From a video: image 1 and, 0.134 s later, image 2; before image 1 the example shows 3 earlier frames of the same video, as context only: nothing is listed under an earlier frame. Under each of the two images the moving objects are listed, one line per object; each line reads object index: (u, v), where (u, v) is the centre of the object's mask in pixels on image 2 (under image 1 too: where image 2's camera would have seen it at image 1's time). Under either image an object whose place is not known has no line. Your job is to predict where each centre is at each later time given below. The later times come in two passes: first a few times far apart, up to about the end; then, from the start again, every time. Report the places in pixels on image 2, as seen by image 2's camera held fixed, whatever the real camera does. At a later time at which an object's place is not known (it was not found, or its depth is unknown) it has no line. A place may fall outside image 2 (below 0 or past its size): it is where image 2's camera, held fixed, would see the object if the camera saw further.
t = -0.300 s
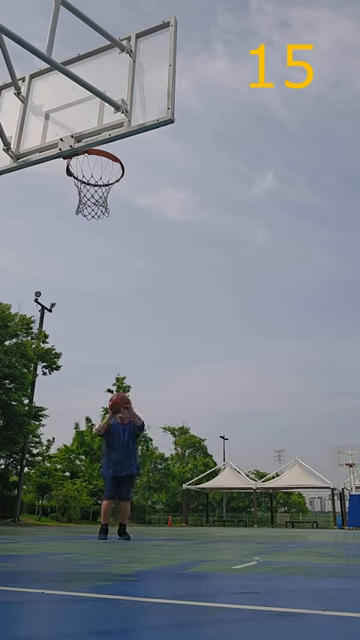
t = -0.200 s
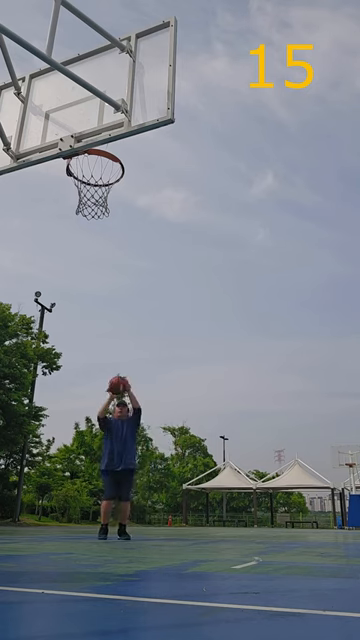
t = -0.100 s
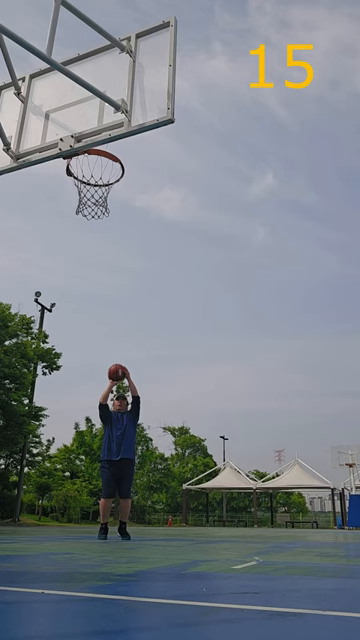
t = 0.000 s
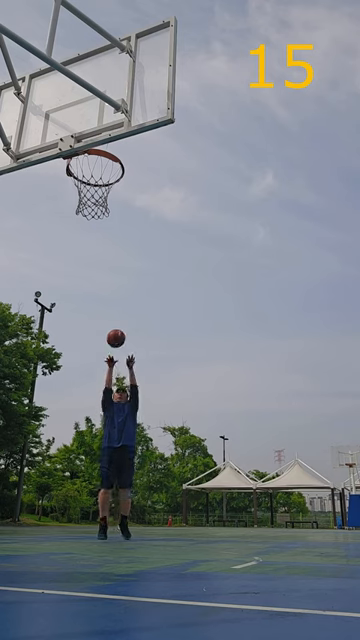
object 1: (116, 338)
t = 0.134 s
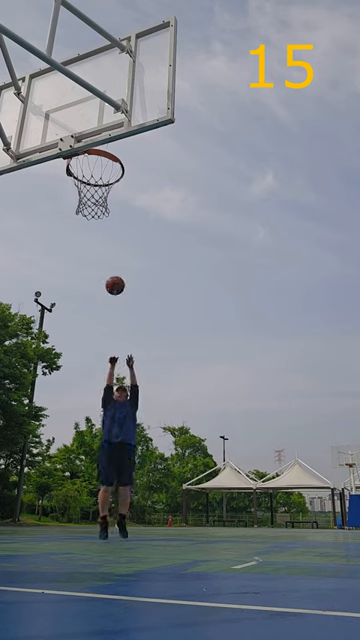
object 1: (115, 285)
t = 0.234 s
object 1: (114, 251)
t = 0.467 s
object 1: (112, 193)
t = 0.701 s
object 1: (99, 166)
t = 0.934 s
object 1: (90, 220)
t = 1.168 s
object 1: (82, 370)
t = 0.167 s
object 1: (115, 273)
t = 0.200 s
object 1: (114, 262)
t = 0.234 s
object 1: (114, 251)
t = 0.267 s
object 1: (113, 241)
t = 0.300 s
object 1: (113, 231)
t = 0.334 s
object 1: (112, 222)
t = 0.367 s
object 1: (111, 213)
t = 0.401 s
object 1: (111, 206)
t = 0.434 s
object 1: (114, 199)
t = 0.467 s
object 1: (112, 193)
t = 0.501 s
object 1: (108, 185)
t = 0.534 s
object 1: (107, 180)
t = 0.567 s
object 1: (105, 174)
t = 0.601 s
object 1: (104, 171)
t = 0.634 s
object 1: (103, 168)
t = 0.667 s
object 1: (101, 167)
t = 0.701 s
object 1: (99, 166)
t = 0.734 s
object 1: (97, 165)
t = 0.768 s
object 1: (94, 163)
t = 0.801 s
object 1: (92, 164)
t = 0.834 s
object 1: (92, 173)
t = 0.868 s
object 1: (91, 189)
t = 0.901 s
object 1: (90, 204)
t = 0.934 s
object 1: (90, 220)
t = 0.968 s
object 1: (89, 237)
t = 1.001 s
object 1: (88, 256)
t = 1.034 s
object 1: (87, 275)
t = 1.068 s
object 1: (86, 297)
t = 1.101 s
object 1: (85, 319)
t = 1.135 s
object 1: (83, 344)
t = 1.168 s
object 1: (82, 370)
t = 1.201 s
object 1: (80, 398)
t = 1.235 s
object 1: (78, 428)
